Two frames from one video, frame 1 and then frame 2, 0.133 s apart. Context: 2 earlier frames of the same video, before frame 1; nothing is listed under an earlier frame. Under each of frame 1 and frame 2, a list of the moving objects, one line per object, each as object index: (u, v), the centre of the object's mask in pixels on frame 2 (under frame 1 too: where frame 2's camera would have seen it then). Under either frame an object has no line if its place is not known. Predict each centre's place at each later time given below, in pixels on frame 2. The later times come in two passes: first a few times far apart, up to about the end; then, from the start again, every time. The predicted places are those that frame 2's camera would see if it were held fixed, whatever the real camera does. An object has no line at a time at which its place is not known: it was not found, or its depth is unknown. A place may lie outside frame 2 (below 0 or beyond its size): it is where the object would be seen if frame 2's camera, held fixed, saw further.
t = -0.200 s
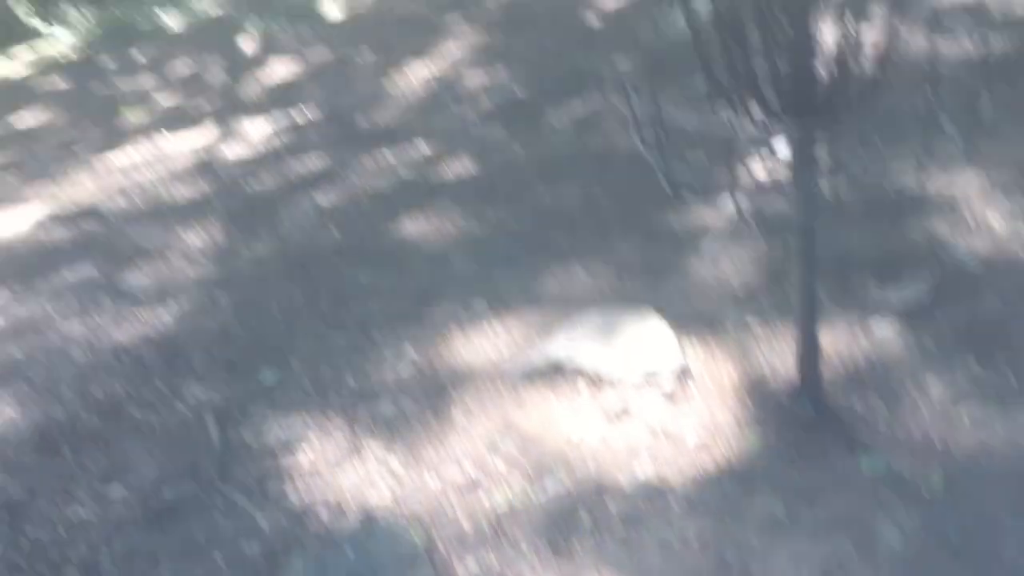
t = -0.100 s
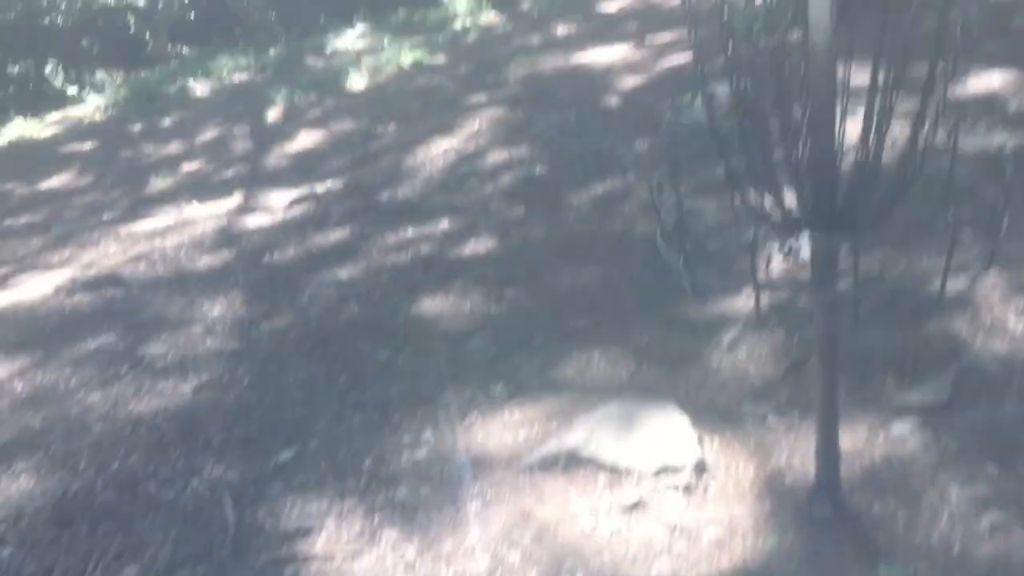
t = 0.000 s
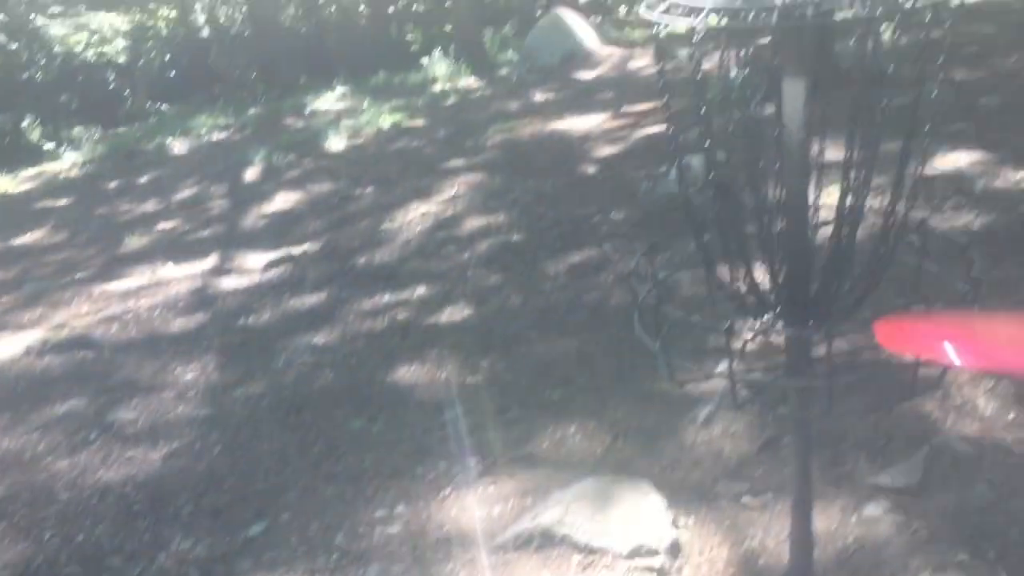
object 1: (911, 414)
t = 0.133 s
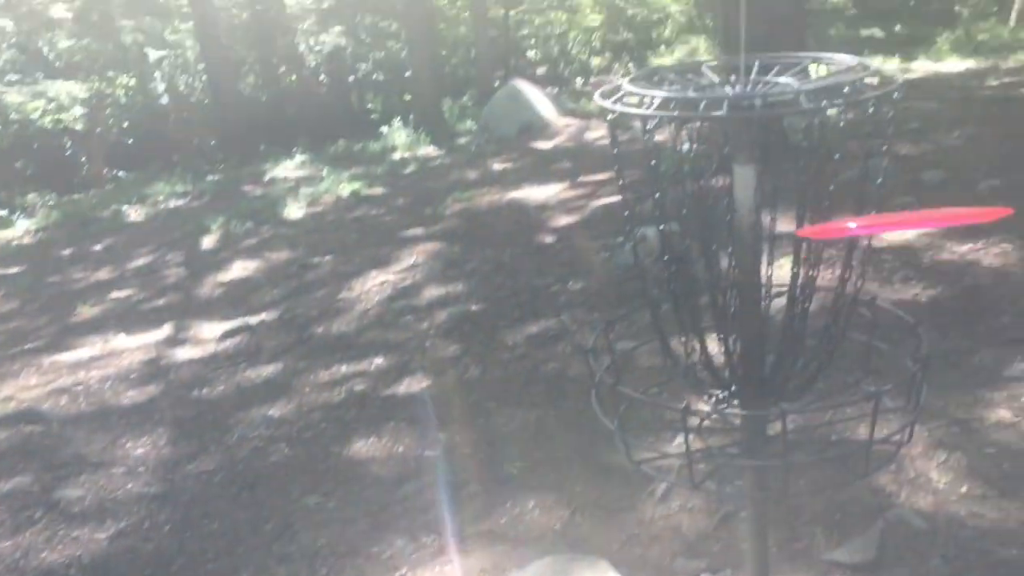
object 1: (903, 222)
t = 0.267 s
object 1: (855, 239)
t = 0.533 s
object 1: (828, 351)
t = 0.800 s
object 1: (834, 412)
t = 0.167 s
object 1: (888, 216)
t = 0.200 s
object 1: (874, 217)
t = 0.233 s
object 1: (863, 226)
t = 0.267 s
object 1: (855, 239)
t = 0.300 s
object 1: (850, 255)
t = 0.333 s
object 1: (849, 272)
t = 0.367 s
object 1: (848, 287)
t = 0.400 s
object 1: (849, 297)
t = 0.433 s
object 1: (847, 314)
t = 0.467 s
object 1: (840, 331)
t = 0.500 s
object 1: (834, 340)
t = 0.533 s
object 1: (828, 351)
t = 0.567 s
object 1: (823, 365)
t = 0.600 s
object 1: (820, 384)
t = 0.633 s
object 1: (821, 381)
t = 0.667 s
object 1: (824, 378)
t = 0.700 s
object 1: (826, 382)
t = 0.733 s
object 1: (828, 389)
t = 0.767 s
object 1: (830, 401)
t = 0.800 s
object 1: (834, 412)
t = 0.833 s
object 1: (842, 421)
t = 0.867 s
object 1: (840, 417)
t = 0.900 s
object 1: (840, 418)
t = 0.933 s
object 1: (840, 424)
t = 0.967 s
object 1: (841, 427)
